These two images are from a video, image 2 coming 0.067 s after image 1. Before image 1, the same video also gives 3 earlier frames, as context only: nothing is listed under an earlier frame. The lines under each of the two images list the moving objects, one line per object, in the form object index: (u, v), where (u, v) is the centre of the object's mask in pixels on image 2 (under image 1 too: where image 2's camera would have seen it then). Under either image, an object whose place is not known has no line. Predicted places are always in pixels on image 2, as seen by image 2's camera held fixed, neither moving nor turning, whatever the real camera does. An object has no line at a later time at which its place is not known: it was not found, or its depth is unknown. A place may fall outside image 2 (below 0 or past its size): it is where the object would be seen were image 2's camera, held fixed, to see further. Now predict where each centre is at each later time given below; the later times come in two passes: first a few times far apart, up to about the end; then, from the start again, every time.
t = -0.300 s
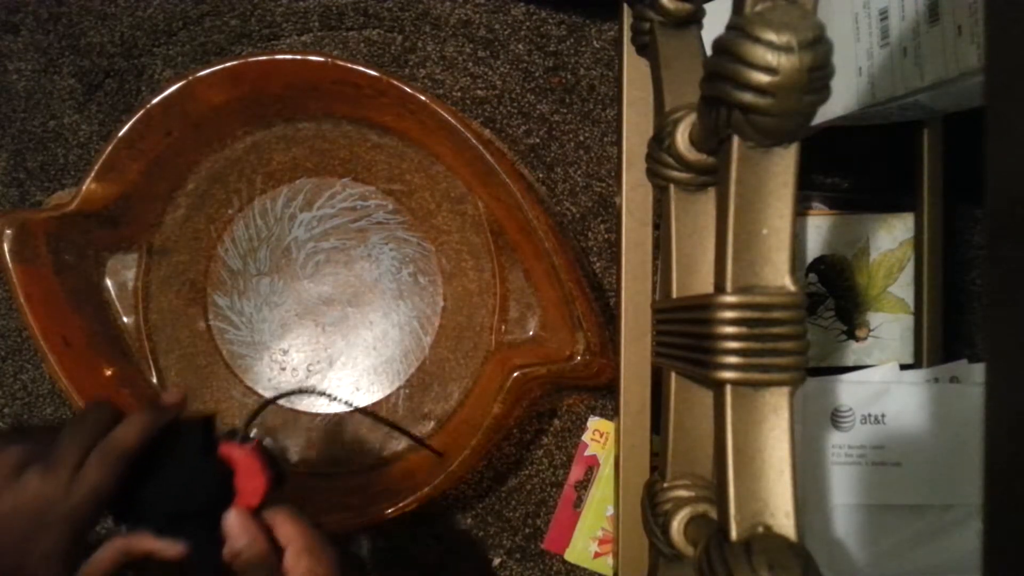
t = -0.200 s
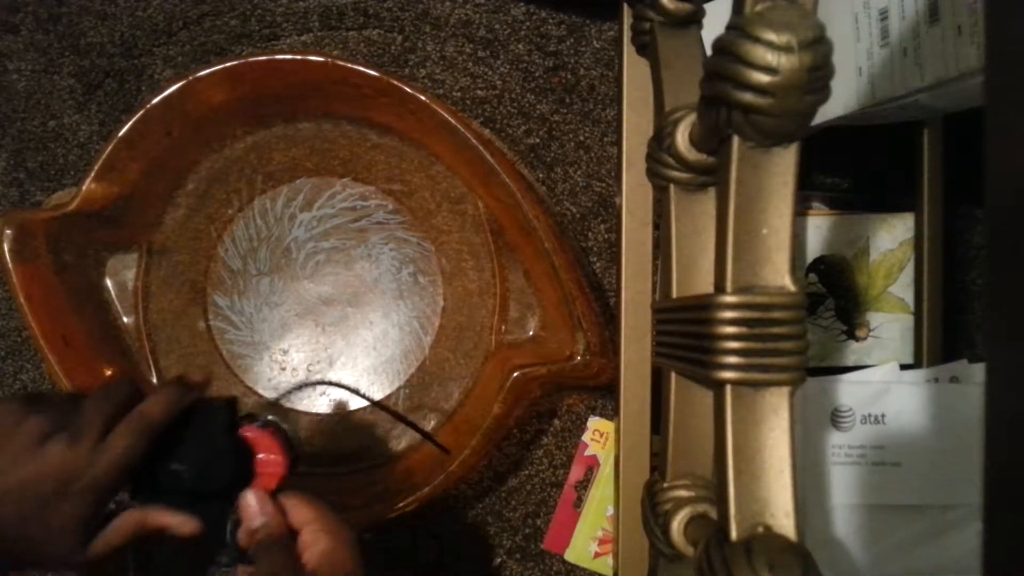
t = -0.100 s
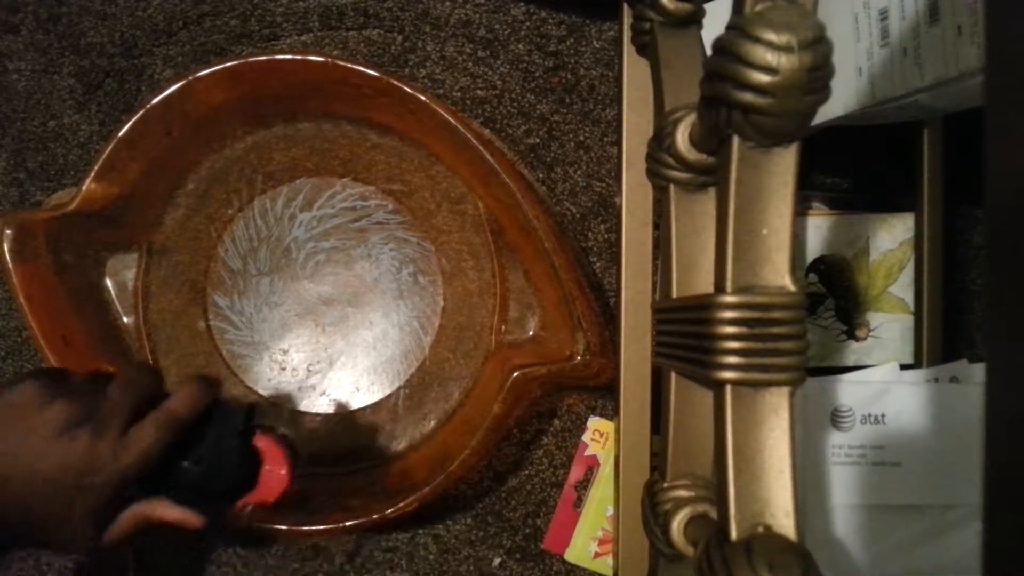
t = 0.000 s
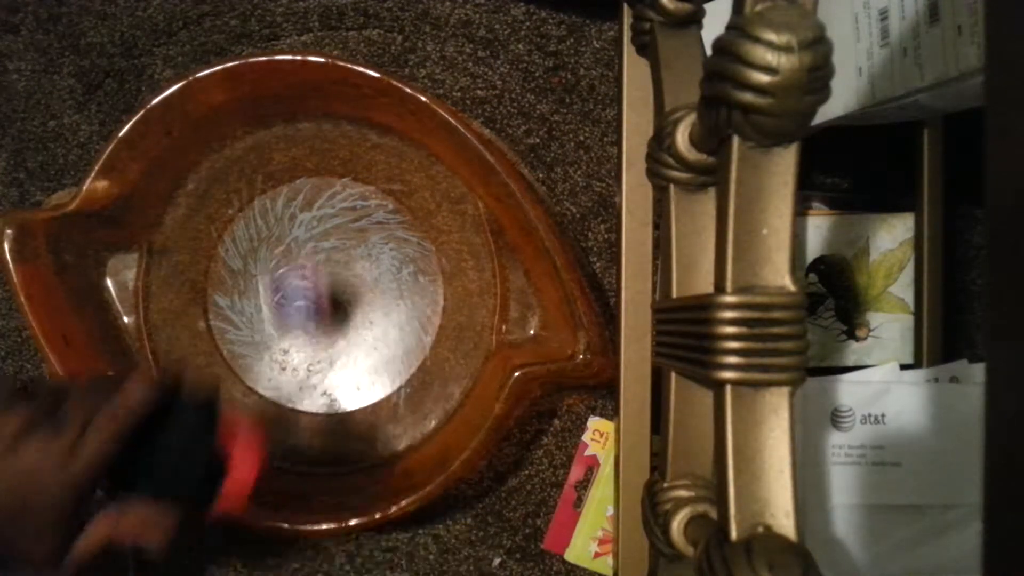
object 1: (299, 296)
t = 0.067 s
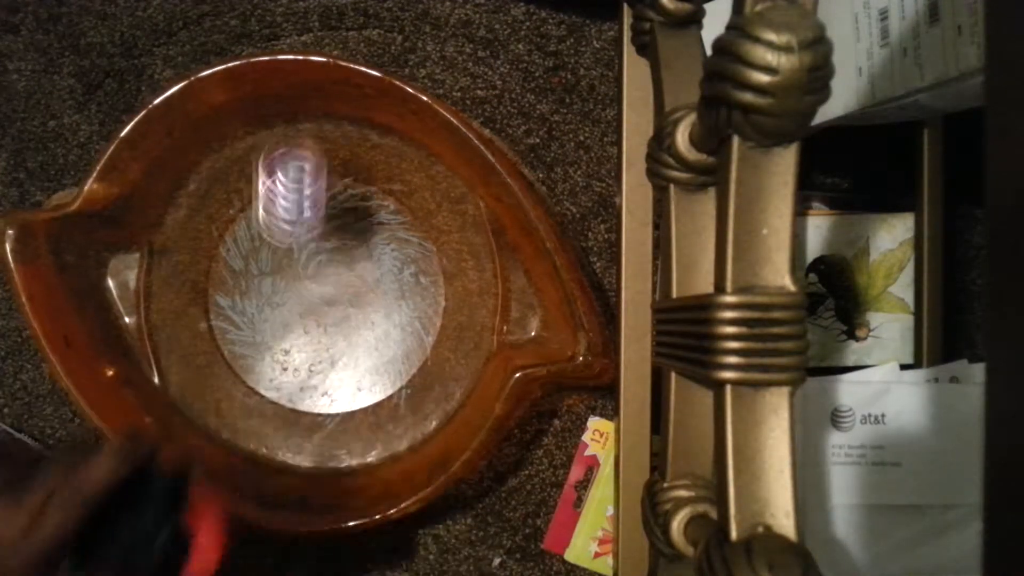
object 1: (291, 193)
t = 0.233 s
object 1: (298, 142)
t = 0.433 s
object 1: (243, 292)
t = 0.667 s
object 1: (300, 395)
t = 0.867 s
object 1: (397, 375)
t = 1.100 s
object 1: (419, 260)
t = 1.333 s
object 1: (323, 189)
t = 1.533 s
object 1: (230, 234)
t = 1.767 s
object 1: (223, 358)
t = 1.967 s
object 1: (315, 406)
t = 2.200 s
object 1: (405, 340)
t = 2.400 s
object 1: (394, 243)
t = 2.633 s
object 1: (289, 198)
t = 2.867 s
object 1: (211, 279)
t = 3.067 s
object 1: (243, 371)
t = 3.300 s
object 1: (362, 380)
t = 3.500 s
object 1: (407, 300)
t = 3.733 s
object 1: (357, 206)
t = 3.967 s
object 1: (253, 206)
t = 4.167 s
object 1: (220, 298)
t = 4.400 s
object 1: (296, 381)
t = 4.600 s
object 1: (390, 355)
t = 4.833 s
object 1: (407, 255)
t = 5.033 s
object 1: (341, 194)
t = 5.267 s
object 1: (246, 226)
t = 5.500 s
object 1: (238, 339)
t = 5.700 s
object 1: (323, 387)
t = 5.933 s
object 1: (404, 340)
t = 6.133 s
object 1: (405, 254)
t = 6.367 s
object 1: (315, 204)
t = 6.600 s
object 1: (232, 266)
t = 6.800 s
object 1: (243, 356)
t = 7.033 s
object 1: (340, 389)
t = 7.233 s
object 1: (395, 334)
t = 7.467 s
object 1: (376, 242)
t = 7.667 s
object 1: (296, 213)
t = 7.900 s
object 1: (225, 273)
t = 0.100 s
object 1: (293, 132)
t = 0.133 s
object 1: (295, 98)
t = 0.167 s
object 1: (293, 101)
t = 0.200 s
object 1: (294, 119)
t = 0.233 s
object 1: (298, 142)
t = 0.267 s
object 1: (292, 167)
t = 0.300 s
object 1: (282, 195)
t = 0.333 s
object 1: (270, 222)
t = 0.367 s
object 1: (259, 248)
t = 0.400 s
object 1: (250, 270)
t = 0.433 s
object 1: (243, 292)
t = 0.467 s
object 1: (239, 315)
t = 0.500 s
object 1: (241, 334)
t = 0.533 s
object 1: (246, 351)
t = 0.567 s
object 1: (255, 367)
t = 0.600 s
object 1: (270, 378)
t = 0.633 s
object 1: (284, 387)
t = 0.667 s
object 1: (300, 395)
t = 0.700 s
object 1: (320, 401)
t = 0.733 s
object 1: (336, 402)
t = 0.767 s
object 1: (355, 399)
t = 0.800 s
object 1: (371, 394)
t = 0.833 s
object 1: (384, 386)
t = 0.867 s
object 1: (397, 375)
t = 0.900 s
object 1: (406, 361)
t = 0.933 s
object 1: (415, 346)
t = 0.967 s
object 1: (421, 328)
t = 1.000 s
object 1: (424, 309)
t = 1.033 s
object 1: (426, 292)
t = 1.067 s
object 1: (423, 277)
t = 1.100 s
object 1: (419, 260)
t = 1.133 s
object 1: (412, 243)
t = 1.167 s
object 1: (402, 229)
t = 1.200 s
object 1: (390, 216)
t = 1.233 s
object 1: (375, 206)
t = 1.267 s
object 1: (358, 199)
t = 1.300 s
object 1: (341, 193)
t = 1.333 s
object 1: (323, 189)
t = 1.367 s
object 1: (305, 188)
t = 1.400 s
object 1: (287, 192)
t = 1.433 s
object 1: (270, 198)
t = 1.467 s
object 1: (254, 207)
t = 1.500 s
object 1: (241, 219)
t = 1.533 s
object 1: (230, 234)
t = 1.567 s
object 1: (222, 251)
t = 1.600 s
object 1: (215, 268)
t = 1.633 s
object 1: (210, 286)
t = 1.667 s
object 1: (208, 305)
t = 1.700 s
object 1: (209, 324)
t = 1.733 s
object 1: (215, 342)
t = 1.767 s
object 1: (223, 358)
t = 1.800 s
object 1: (235, 373)
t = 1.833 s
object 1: (249, 384)
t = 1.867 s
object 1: (265, 393)
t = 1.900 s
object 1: (282, 399)
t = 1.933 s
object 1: (298, 404)
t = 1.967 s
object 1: (315, 406)
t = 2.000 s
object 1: (333, 406)
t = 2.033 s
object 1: (348, 400)
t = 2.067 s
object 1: (366, 392)
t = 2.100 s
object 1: (379, 381)
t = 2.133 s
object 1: (390, 368)
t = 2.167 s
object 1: (398, 355)
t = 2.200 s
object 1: (405, 340)
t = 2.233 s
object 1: (410, 324)
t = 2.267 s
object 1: (411, 305)
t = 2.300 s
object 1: (411, 290)
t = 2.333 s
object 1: (408, 273)
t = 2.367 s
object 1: (402, 258)
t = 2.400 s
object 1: (394, 243)
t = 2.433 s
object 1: (384, 230)
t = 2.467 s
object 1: (371, 220)
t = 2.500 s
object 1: (356, 211)
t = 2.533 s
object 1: (340, 205)
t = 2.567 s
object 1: (323, 200)
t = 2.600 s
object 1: (307, 197)
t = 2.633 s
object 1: (289, 198)
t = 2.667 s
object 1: (273, 202)
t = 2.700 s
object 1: (258, 208)
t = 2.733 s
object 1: (243, 218)
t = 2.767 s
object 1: (232, 230)
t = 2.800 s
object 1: (223, 245)
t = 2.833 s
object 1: (216, 261)
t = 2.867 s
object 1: (211, 279)
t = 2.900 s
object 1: (208, 296)
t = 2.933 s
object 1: (207, 314)
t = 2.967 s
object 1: (211, 330)
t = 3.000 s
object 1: (218, 346)
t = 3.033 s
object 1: (228, 360)
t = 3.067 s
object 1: (243, 371)
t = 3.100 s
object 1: (258, 380)
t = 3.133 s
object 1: (275, 386)
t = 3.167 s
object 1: (291, 391)
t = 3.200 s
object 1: (312, 393)
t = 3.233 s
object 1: (326, 392)
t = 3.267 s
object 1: (346, 387)
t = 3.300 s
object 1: (362, 380)
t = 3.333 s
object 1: (375, 369)
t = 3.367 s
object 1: (384, 359)
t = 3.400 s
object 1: (394, 346)
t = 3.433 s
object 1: (399, 331)
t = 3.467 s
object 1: (404, 316)
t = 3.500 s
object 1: (407, 300)
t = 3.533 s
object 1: (407, 283)
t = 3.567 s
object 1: (404, 267)
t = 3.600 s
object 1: (399, 254)
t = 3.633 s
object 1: (392, 240)
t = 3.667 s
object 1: (383, 227)
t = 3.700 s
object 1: (370, 214)
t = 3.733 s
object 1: (357, 206)
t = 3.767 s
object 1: (342, 199)
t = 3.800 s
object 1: (327, 193)
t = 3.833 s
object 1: (312, 190)
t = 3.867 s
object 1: (295, 189)
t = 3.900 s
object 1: (280, 192)
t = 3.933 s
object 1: (265, 198)
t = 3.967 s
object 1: (253, 206)
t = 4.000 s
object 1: (242, 217)
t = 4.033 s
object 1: (234, 231)
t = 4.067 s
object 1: (228, 247)
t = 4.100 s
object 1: (224, 263)
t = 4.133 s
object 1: (221, 279)
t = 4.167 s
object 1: (220, 298)
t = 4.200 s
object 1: (222, 315)
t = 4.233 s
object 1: (228, 332)
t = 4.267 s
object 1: (237, 347)
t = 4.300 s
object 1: (249, 361)
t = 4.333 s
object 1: (265, 371)
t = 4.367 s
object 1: (280, 377)
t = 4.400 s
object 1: (296, 381)
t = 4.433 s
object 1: (317, 384)
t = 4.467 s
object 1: (334, 383)
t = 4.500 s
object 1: (350, 380)
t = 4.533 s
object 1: (365, 374)
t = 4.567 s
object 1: (378, 365)
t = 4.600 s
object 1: (390, 355)
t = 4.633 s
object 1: (397, 343)
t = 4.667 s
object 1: (405, 330)
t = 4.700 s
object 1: (409, 316)
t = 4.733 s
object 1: (414, 301)
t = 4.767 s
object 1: (415, 285)
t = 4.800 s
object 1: (412, 269)
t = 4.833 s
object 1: (407, 255)
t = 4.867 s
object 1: (402, 241)
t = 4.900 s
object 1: (394, 228)
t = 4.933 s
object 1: (383, 217)
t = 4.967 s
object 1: (370, 208)
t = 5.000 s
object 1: (356, 200)
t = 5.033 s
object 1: (341, 194)
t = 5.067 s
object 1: (327, 190)
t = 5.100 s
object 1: (311, 189)
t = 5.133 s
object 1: (296, 191)
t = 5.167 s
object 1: (281, 196)
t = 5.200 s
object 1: (268, 204)
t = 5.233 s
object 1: (256, 214)
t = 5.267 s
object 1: (246, 226)
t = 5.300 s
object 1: (238, 241)
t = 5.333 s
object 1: (232, 256)
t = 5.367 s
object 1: (229, 272)
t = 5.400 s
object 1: (227, 289)
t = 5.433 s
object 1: (228, 306)
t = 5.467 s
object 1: (231, 323)
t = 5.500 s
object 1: (238, 339)
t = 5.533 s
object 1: (248, 352)
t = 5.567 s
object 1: (259, 364)
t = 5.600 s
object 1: (273, 373)
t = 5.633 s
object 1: (287, 379)
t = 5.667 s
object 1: (307, 384)
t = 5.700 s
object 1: (323, 387)
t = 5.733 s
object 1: (338, 387)
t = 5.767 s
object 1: (353, 384)
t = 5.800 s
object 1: (368, 379)
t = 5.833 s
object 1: (379, 372)
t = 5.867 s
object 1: (388, 363)
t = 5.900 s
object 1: (398, 353)
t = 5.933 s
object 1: (404, 340)
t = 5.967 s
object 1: (410, 328)
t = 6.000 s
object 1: (412, 313)
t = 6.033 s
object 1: (414, 297)
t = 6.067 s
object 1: (413, 283)
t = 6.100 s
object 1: (410, 268)
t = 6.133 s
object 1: (405, 254)
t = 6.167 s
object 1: (397, 241)
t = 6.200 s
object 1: (387, 230)
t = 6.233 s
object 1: (375, 220)
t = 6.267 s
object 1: (362, 213)
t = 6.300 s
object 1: (347, 208)
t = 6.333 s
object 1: (331, 205)
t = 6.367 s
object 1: (315, 204)
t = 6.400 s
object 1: (299, 205)
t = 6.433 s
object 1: (285, 209)
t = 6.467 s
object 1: (270, 217)
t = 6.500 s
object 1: (258, 226)
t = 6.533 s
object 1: (247, 237)
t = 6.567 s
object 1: (239, 251)
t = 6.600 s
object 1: (232, 266)
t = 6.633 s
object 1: (228, 281)
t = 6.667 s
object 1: (225, 297)
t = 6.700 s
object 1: (225, 313)
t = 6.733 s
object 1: (229, 328)
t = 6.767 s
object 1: (235, 344)
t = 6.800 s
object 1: (243, 356)
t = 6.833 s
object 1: (254, 368)
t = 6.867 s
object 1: (266, 377)
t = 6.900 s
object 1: (281, 382)
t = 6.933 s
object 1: (295, 386)
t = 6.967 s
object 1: (313, 390)
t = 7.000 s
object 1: (326, 390)
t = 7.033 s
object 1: (340, 389)
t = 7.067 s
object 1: (353, 385)
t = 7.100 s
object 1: (366, 377)
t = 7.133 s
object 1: (376, 368)
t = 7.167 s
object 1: (384, 359)
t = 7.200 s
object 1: (391, 347)
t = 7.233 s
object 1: (395, 334)
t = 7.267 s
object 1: (398, 321)
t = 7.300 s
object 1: (400, 306)
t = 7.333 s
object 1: (399, 293)
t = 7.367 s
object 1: (396, 279)
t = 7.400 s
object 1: (391, 265)
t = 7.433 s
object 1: (385, 253)
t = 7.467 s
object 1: (376, 242)
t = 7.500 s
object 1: (366, 233)
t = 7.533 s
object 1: (353, 226)
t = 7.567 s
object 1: (340, 220)
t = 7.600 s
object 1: (326, 217)
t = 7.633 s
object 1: (311, 214)
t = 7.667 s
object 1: (296, 213)
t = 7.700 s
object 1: (281, 215)
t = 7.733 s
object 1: (268, 219)
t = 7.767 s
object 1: (256, 226)
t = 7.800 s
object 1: (246, 234)
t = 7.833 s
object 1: (237, 245)
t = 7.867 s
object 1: (231, 258)
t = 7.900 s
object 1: (225, 273)
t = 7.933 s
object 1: (221, 287)
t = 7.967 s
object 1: (220, 303)
